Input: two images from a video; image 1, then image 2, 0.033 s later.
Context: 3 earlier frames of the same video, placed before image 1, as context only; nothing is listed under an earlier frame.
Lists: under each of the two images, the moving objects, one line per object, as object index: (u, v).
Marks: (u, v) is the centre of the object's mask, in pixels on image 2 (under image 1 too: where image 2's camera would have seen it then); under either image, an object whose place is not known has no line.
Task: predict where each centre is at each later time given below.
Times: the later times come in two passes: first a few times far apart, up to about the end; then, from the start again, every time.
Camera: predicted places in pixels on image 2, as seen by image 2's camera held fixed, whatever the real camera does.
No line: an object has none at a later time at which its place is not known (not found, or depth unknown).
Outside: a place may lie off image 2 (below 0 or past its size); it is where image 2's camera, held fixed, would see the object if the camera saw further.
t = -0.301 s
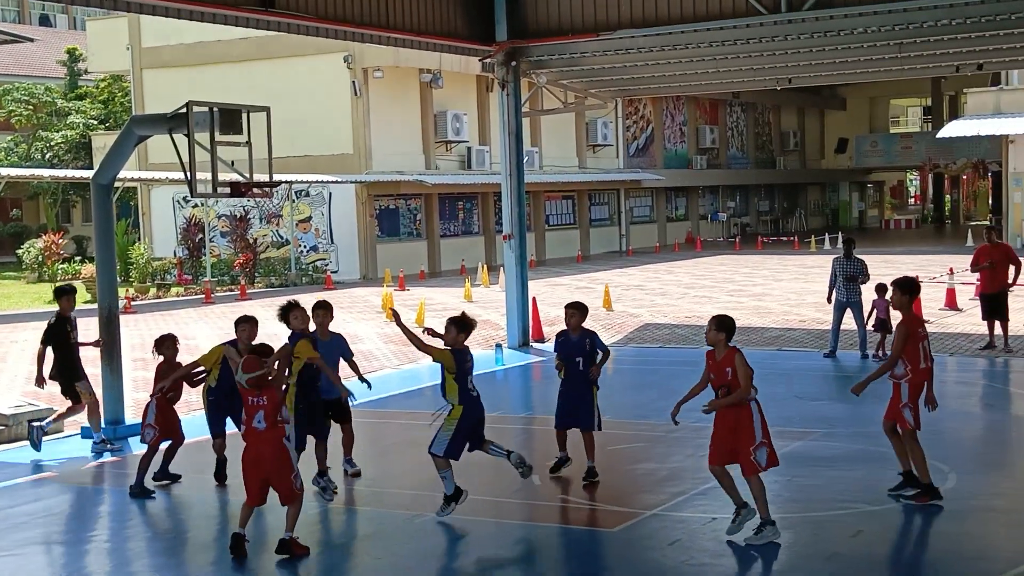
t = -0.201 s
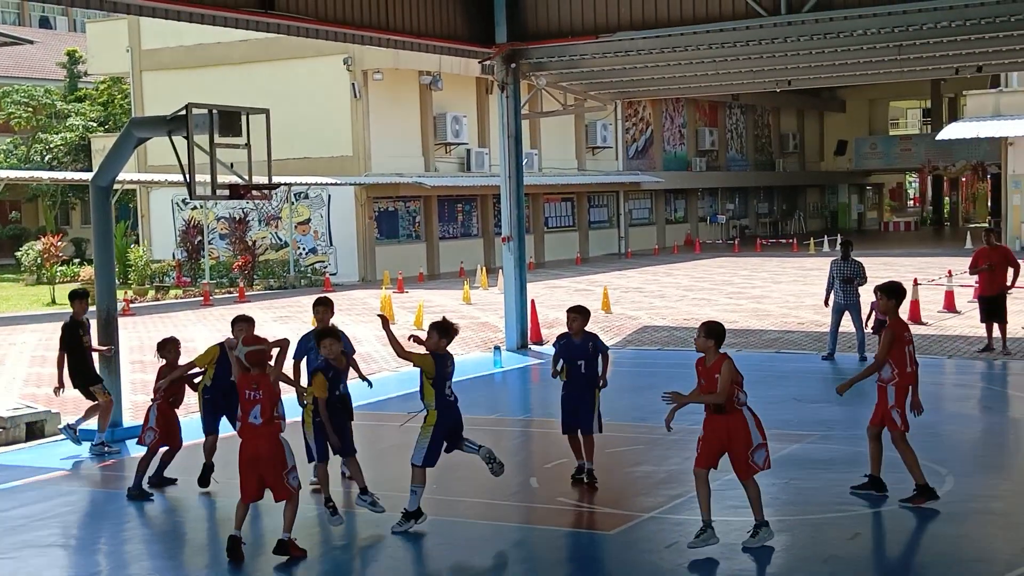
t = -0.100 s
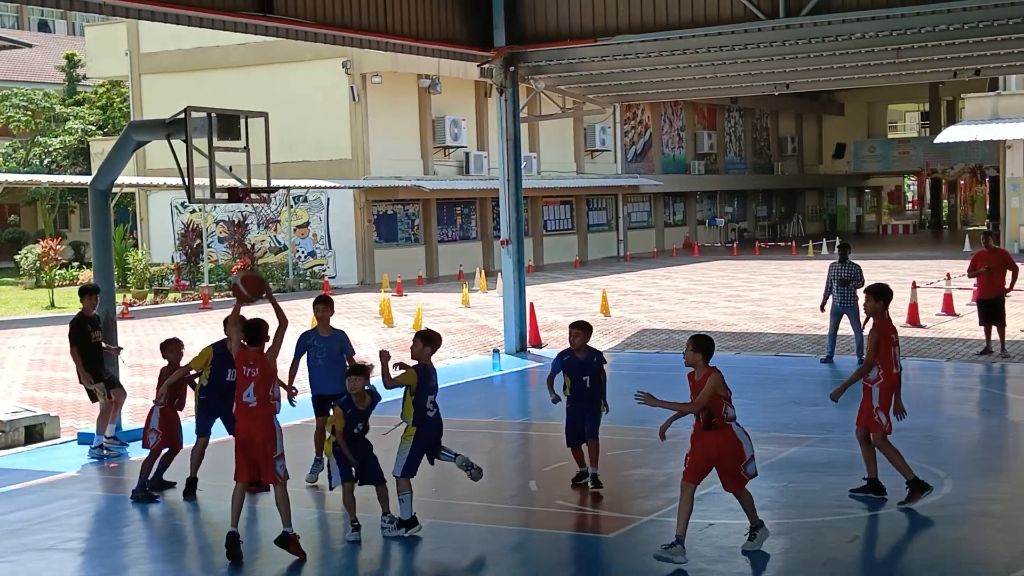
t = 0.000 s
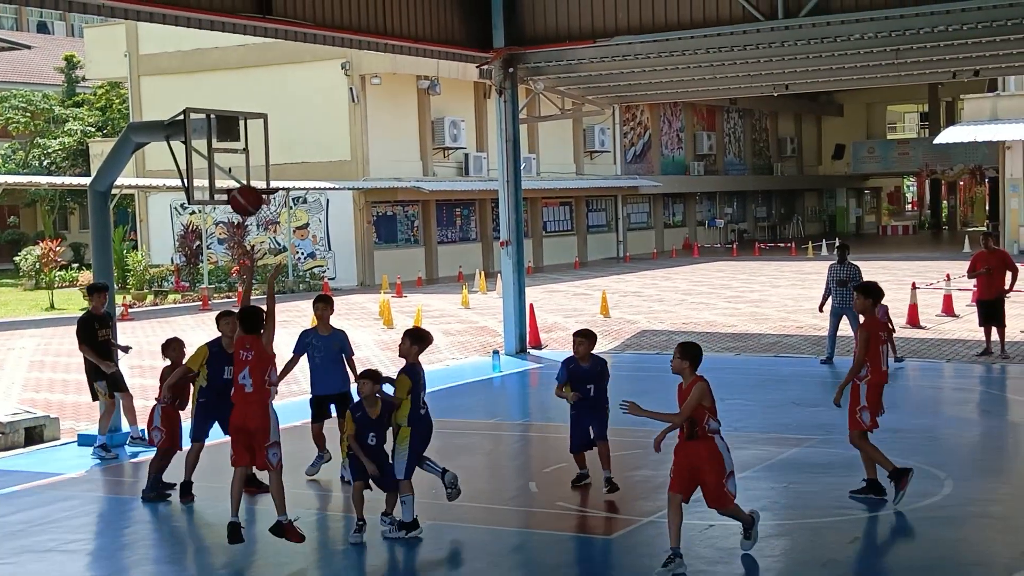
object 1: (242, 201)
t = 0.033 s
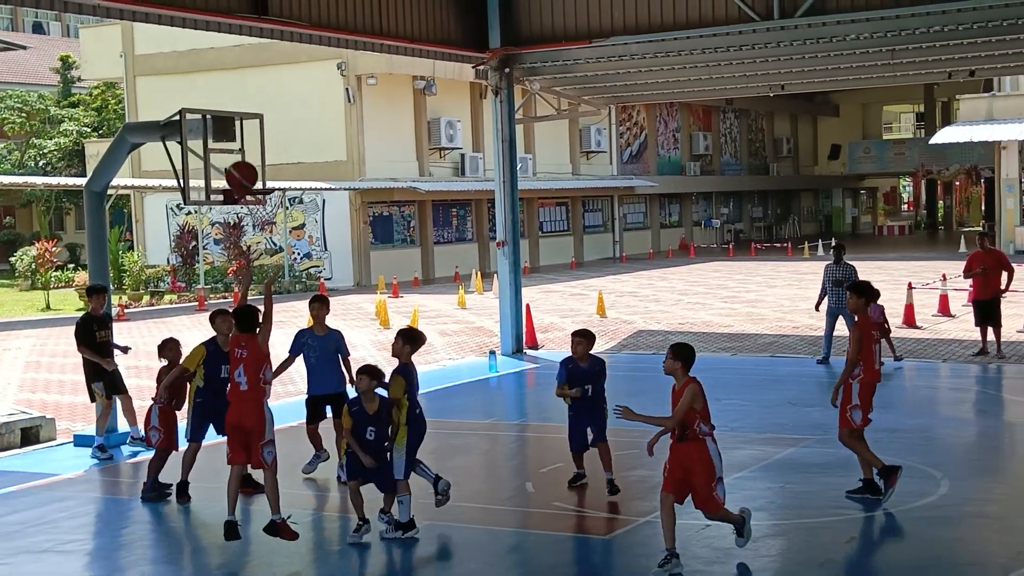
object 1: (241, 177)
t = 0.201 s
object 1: (242, 84)
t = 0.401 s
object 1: (244, 37)
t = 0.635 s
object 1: (249, 49)
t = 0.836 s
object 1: (255, 104)
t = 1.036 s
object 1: (262, 188)
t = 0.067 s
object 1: (242, 154)
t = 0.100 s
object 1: (241, 133)
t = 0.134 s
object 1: (242, 114)
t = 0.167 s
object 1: (242, 98)
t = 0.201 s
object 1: (242, 84)
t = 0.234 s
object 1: (242, 72)
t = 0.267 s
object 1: (242, 62)
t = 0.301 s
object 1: (242, 54)
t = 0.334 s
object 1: (243, 46)
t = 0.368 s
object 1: (244, 40)
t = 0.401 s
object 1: (244, 37)
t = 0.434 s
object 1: (245, 34)
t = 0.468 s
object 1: (246, 33)
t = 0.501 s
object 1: (247, 34)
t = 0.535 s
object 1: (247, 35)
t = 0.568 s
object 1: (248, 39)
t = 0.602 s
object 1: (248, 43)
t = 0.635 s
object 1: (249, 49)
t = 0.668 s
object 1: (250, 55)
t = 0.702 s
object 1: (251, 63)
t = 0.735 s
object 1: (252, 71)
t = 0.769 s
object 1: (254, 81)
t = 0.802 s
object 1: (254, 92)
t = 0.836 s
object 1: (255, 104)
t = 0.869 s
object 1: (257, 117)
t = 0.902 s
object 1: (258, 130)
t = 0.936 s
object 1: (259, 145)
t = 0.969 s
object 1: (259, 161)
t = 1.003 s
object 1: (261, 176)
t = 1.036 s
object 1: (262, 188)
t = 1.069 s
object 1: (264, 190)
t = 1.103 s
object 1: (267, 193)
